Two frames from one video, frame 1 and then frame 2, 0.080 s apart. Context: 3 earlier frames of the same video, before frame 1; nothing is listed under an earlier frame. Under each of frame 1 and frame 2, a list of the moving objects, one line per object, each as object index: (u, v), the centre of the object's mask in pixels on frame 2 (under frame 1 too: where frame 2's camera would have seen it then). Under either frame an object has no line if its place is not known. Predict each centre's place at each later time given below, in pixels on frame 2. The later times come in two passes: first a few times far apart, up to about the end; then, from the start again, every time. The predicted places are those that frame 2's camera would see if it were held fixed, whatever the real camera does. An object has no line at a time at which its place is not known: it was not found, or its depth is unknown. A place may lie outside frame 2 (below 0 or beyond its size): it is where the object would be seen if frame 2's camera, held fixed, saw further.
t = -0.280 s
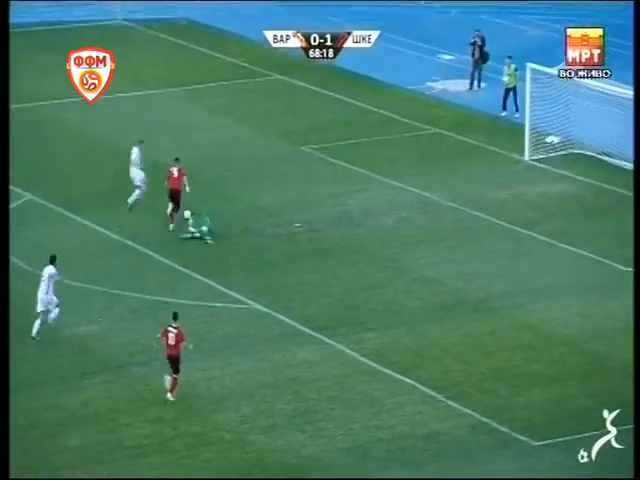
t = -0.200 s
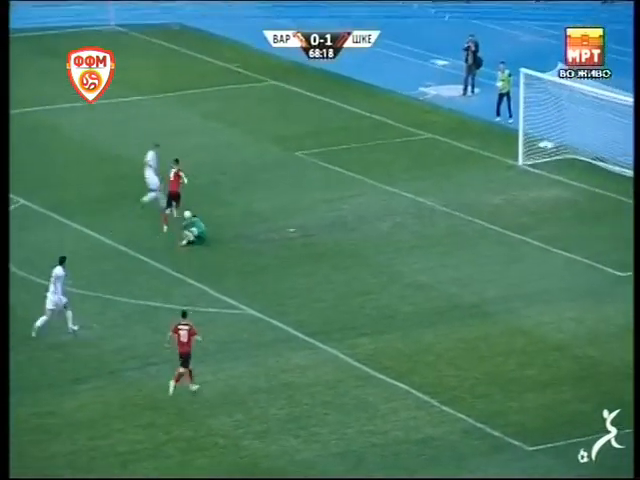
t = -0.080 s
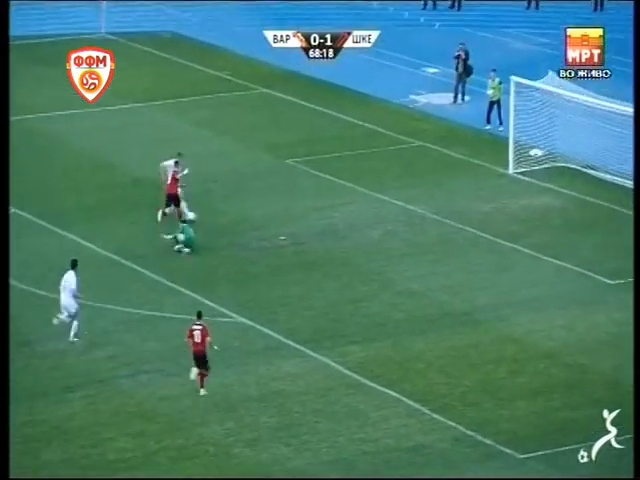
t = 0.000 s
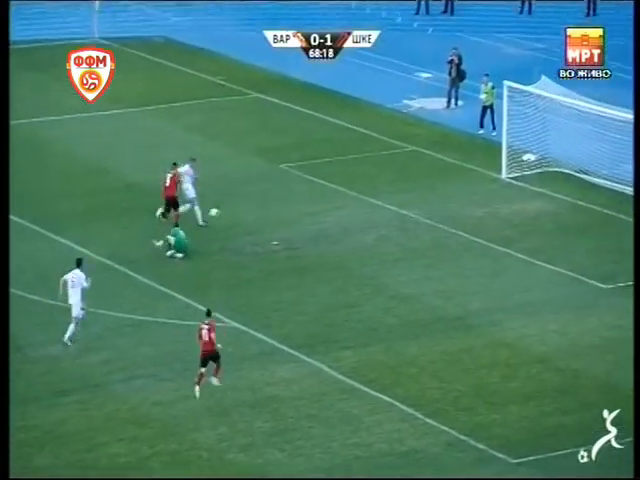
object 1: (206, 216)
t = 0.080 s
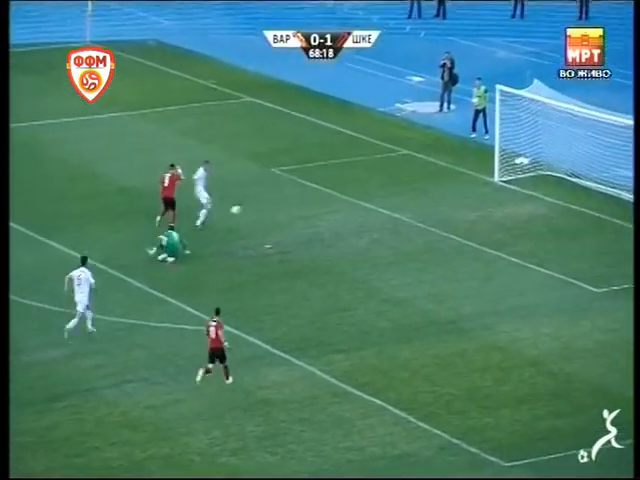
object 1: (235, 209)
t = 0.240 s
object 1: (291, 203)
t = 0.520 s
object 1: (386, 216)
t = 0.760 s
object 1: (464, 252)
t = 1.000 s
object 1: (540, 314)
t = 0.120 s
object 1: (247, 207)
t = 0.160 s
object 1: (263, 205)
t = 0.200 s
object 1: (277, 204)
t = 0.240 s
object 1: (291, 203)
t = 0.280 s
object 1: (305, 203)
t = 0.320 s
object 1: (319, 204)
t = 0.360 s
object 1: (332, 205)
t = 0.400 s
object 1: (346, 207)
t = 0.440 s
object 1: (360, 209)
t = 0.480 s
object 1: (373, 212)
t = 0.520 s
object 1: (386, 216)
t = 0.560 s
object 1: (399, 221)
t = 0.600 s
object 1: (413, 225)
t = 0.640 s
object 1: (425, 231)
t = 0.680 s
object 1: (439, 238)
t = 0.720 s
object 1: (451, 245)
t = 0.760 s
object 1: (464, 252)
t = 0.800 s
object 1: (477, 261)
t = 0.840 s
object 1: (490, 270)
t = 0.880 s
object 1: (502, 280)
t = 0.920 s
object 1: (515, 290)
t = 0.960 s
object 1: (527, 302)
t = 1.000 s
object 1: (540, 314)
